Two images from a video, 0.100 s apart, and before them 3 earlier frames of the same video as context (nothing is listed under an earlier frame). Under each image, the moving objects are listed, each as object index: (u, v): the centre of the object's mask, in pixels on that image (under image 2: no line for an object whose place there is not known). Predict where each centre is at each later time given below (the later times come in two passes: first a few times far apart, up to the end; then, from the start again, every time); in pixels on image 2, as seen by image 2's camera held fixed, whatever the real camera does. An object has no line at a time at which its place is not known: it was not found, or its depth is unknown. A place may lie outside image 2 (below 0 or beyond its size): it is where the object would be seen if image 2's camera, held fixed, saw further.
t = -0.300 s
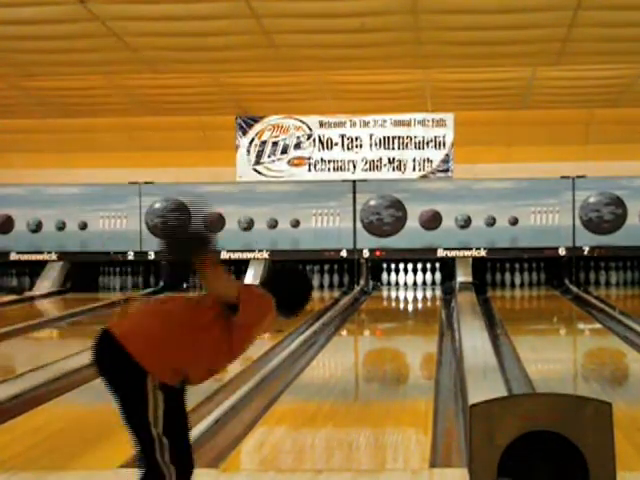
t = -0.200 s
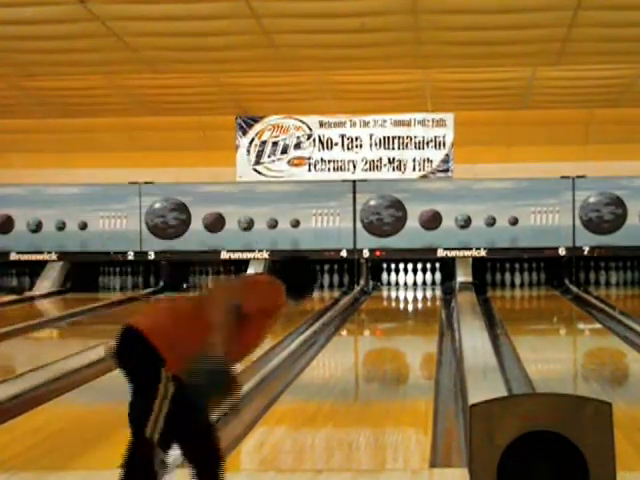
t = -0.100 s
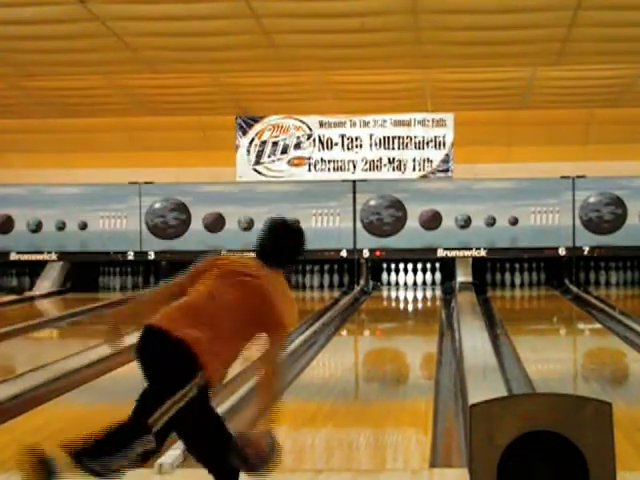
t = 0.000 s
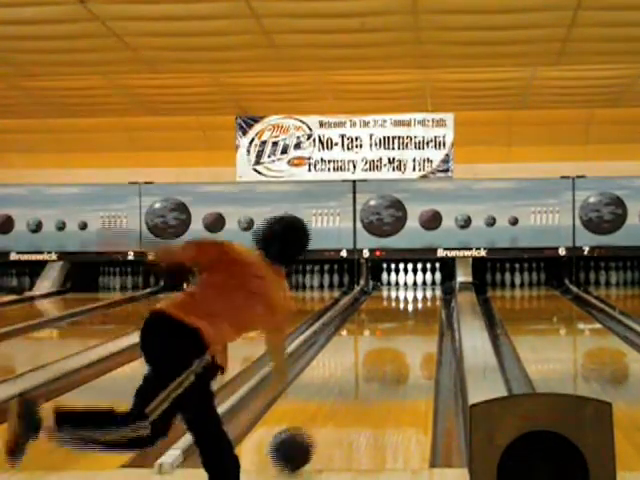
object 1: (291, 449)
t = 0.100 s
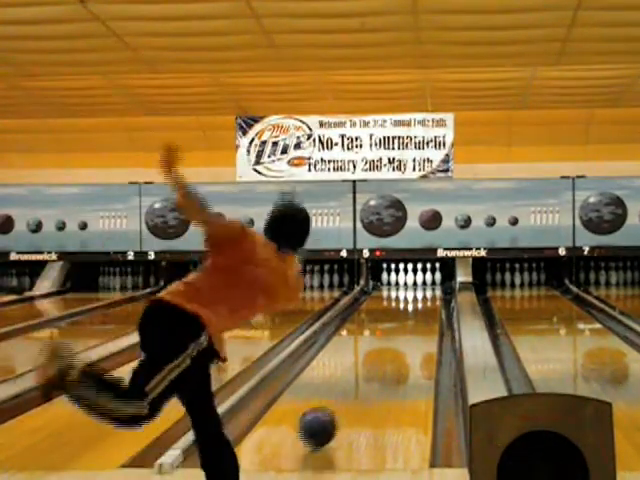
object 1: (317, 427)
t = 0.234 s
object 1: (344, 400)
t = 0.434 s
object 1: (373, 370)
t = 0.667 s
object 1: (397, 347)
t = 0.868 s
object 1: (412, 331)
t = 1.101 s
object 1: (423, 317)
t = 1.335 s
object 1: (431, 305)
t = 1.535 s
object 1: (433, 296)
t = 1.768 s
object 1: (430, 291)
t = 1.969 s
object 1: (421, 286)
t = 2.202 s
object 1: (413, 281)
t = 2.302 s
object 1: (411, 279)
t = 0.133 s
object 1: (324, 420)
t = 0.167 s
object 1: (331, 413)
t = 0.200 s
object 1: (338, 406)
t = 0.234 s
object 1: (344, 400)
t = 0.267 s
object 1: (350, 394)
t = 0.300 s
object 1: (355, 389)
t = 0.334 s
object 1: (360, 383)
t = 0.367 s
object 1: (365, 379)
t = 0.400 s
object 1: (369, 375)
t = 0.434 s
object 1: (373, 370)
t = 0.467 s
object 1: (377, 366)
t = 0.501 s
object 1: (381, 363)
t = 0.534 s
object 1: (384, 359)
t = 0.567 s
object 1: (388, 356)
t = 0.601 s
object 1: (391, 352)
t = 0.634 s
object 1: (394, 349)
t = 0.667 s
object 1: (397, 347)
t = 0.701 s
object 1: (400, 344)
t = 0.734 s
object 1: (403, 341)
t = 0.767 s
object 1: (406, 338)
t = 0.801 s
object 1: (408, 336)
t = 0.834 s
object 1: (410, 334)
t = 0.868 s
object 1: (412, 331)
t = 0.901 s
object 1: (414, 329)
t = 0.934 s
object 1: (416, 327)
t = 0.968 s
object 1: (418, 324)
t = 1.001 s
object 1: (419, 321)
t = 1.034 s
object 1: (421, 320)
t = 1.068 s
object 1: (422, 319)
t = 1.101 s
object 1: (423, 317)
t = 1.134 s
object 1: (424, 315)
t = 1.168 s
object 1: (427, 312)
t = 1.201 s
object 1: (428, 311)
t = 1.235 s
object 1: (429, 310)
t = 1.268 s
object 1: (430, 308)
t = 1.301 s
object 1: (430, 307)
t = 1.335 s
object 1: (431, 305)
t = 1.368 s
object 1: (431, 304)
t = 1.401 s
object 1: (432, 302)
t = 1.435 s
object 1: (432, 301)
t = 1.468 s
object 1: (433, 299)
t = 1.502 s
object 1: (433, 298)
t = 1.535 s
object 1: (433, 296)
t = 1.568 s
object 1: (433, 295)
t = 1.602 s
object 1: (432, 294)
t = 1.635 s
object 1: (432, 293)
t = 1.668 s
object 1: (431, 293)
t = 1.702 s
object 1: (431, 292)
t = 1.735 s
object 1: (431, 292)
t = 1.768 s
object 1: (430, 291)
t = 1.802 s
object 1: (428, 290)
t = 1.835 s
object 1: (428, 290)
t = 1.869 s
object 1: (426, 287)
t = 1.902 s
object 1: (425, 286)
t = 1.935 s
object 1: (424, 286)
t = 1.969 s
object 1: (421, 286)
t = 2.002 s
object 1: (420, 285)
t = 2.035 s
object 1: (419, 284)
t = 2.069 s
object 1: (418, 284)
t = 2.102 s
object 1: (417, 283)
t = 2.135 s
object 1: (414, 281)
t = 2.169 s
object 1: (413, 281)
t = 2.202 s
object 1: (413, 281)
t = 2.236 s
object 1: (412, 280)
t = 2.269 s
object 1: (412, 279)
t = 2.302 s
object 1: (411, 279)
